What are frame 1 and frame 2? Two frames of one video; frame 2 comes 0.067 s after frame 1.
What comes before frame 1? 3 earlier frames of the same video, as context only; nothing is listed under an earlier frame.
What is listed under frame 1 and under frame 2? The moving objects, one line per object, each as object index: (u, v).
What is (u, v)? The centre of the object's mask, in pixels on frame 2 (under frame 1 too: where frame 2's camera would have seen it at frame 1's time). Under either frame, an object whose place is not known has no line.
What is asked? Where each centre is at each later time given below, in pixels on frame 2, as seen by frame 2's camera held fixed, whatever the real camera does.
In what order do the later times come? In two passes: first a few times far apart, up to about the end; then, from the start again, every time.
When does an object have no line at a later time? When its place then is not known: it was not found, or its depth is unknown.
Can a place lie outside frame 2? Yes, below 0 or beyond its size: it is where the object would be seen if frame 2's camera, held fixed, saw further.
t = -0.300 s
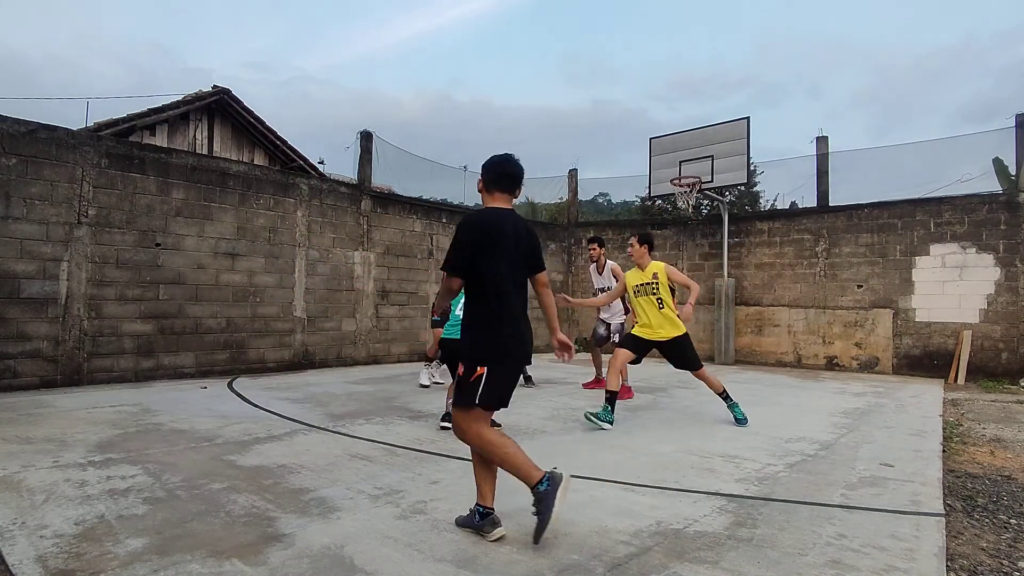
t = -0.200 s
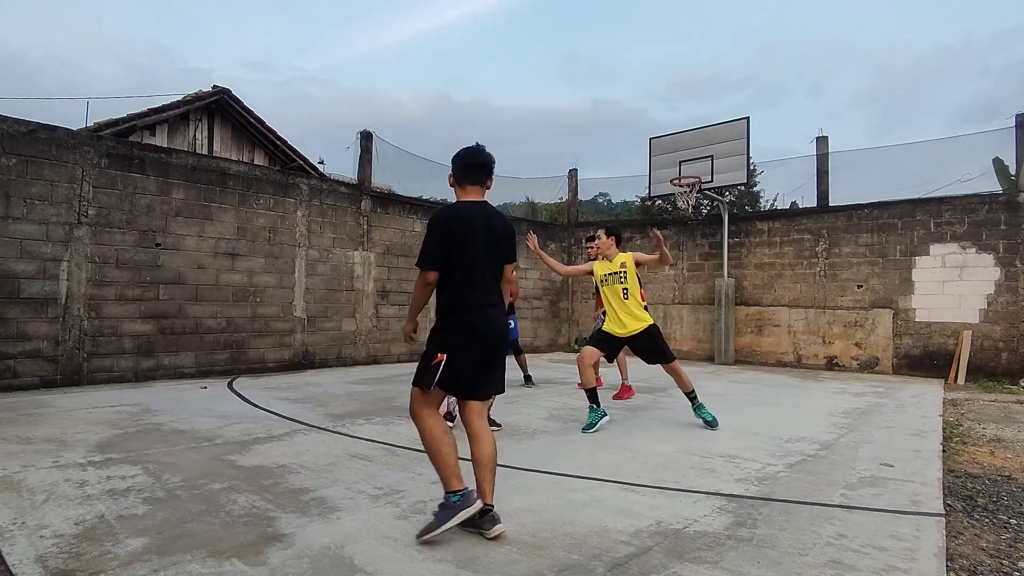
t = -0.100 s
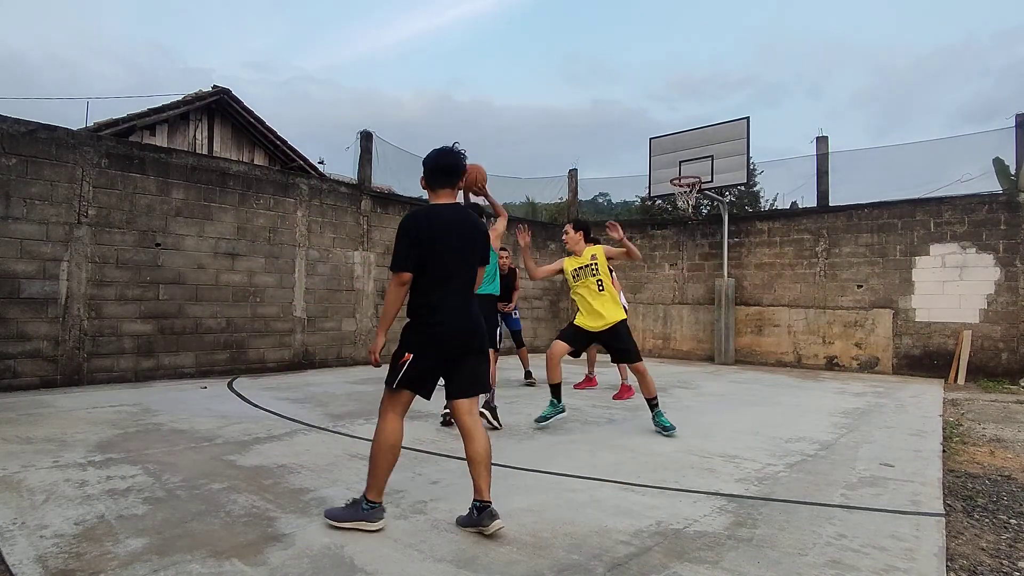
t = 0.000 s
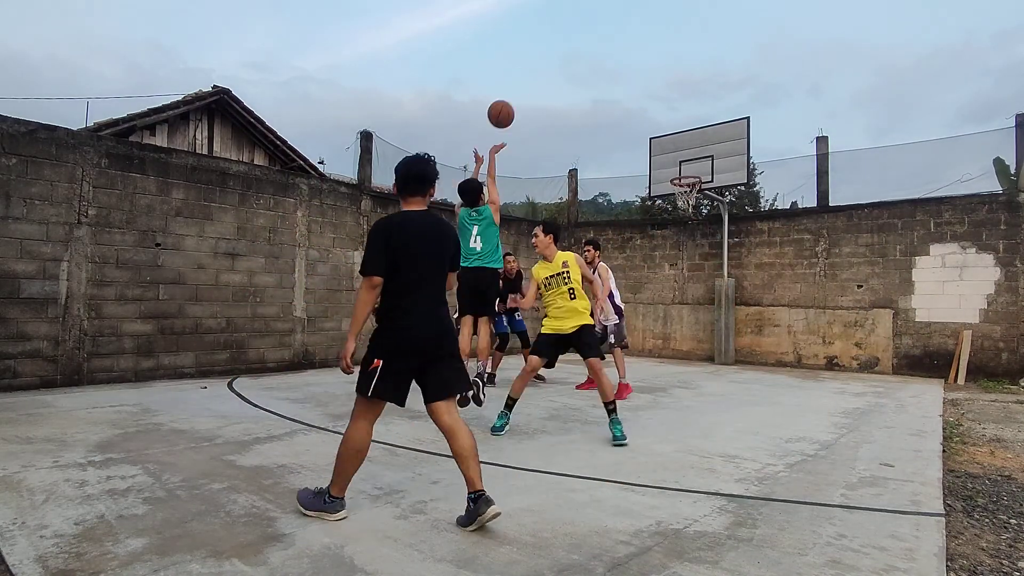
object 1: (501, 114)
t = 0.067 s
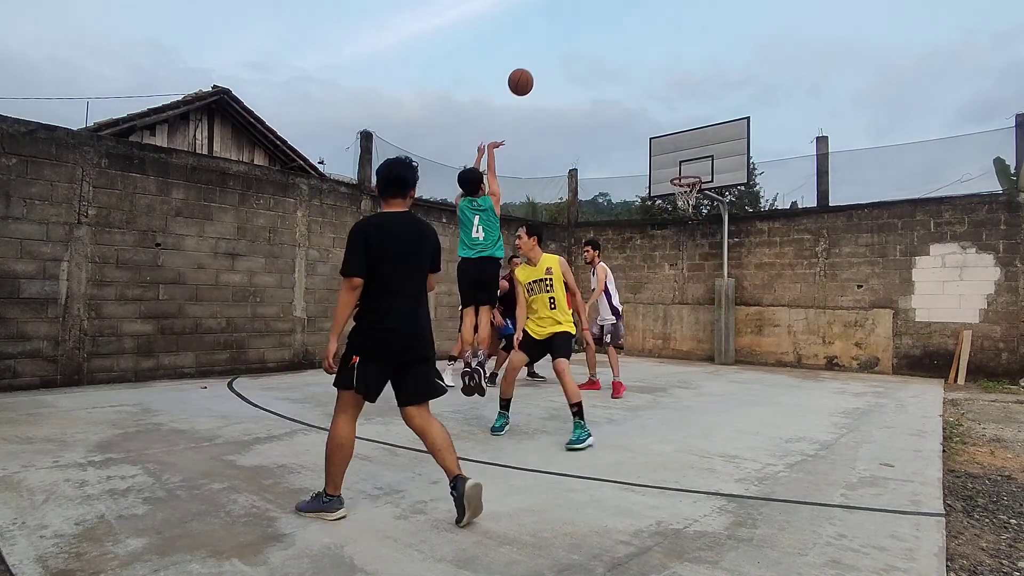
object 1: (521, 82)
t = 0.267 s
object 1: (570, 26)
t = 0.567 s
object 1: (623, 23)
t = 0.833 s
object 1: (658, 73)
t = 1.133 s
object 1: (687, 169)
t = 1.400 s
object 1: (689, 226)
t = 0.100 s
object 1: (530, 69)
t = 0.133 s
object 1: (538, 57)
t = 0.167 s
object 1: (547, 47)
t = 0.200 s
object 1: (555, 39)
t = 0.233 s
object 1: (562, 32)
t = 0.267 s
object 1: (570, 26)
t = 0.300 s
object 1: (576, 22)
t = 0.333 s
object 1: (583, 19)
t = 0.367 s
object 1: (589, 16)
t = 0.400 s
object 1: (596, 15)
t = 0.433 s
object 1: (601, 15)
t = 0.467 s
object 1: (607, 15)
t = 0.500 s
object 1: (613, 17)
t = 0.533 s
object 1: (618, 20)
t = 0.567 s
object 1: (623, 23)
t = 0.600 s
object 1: (628, 27)
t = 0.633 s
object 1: (633, 31)
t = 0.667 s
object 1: (637, 37)
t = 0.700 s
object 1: (642, 43)
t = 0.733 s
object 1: (646, 49)
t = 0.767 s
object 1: (650, 57)
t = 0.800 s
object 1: (654, 64)
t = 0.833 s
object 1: (658, 73)
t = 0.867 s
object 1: (661, 82)
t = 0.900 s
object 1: (665, 91)
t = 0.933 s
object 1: (668, 101)
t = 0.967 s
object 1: (672, 111)
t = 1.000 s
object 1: (675, 122)
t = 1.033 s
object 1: (678, 134)
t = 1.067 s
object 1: (681, 145)
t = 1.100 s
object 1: (684, 157)
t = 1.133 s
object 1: (687, 169)
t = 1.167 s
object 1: (690, 182)
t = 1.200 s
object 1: (690, 192)
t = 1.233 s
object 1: (692, 199)
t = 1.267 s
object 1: (691, 204)
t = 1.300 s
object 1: (690, 207)
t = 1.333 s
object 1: (690, 213)
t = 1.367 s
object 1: (689, 219)
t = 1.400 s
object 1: (689, 226)
